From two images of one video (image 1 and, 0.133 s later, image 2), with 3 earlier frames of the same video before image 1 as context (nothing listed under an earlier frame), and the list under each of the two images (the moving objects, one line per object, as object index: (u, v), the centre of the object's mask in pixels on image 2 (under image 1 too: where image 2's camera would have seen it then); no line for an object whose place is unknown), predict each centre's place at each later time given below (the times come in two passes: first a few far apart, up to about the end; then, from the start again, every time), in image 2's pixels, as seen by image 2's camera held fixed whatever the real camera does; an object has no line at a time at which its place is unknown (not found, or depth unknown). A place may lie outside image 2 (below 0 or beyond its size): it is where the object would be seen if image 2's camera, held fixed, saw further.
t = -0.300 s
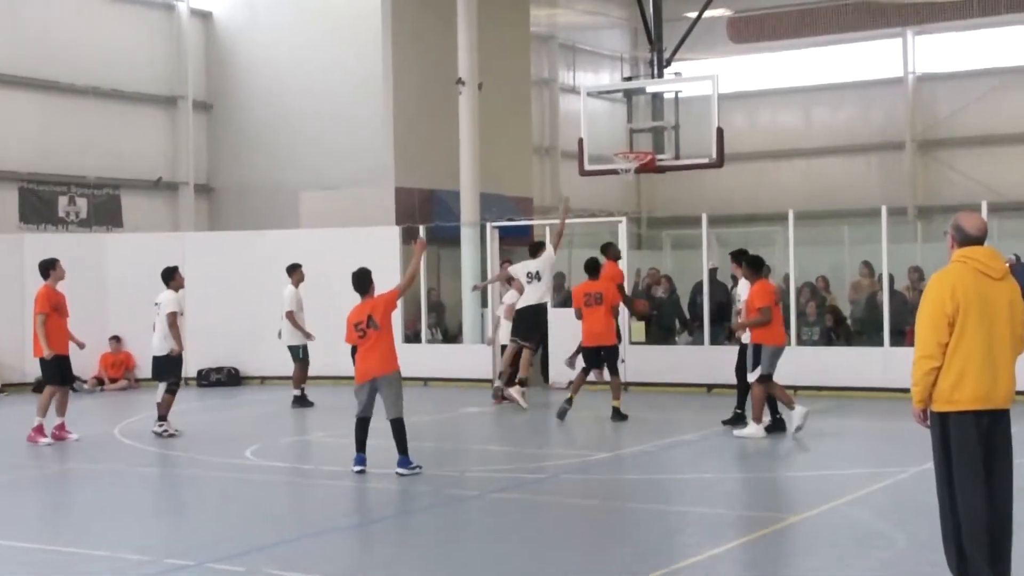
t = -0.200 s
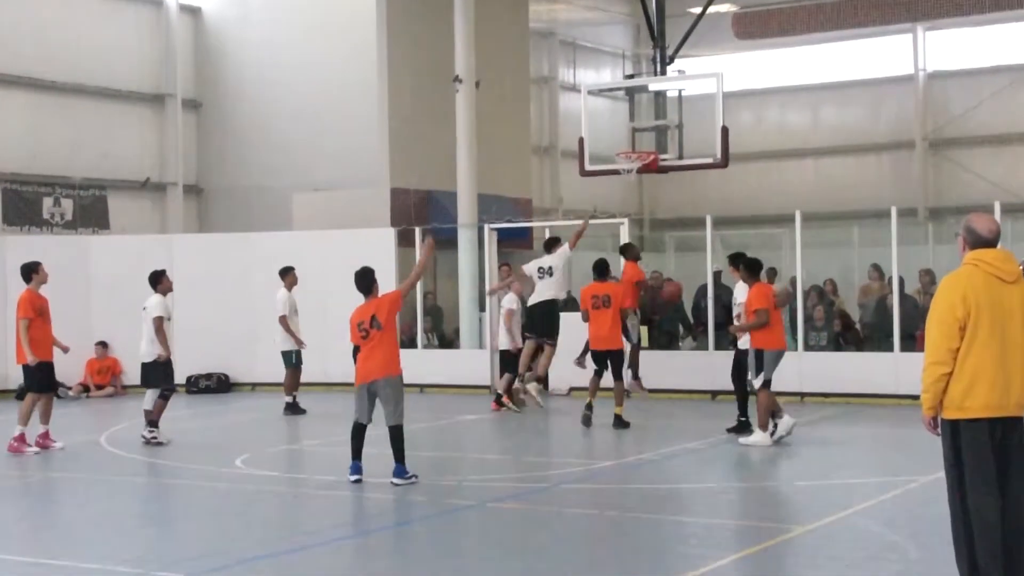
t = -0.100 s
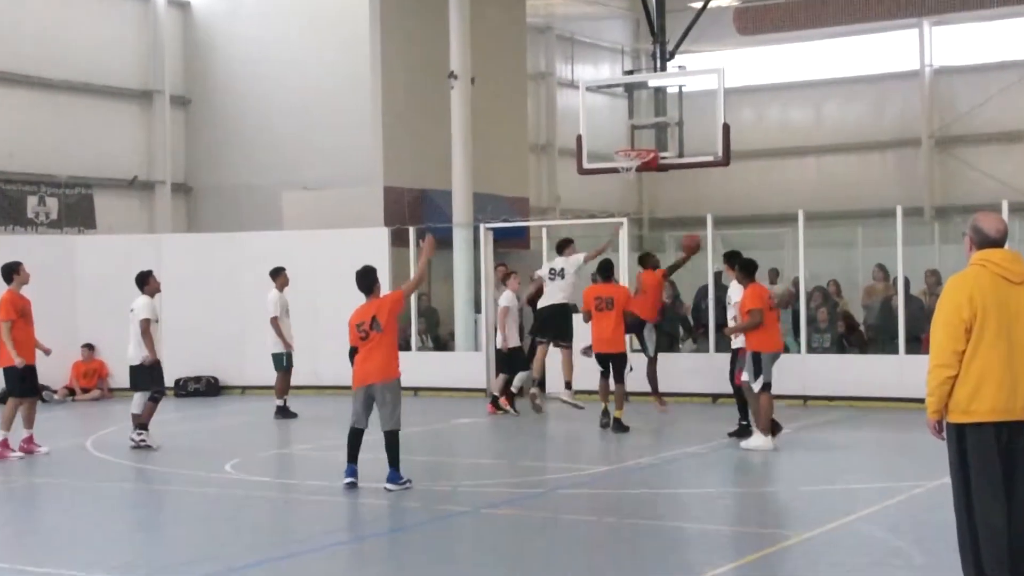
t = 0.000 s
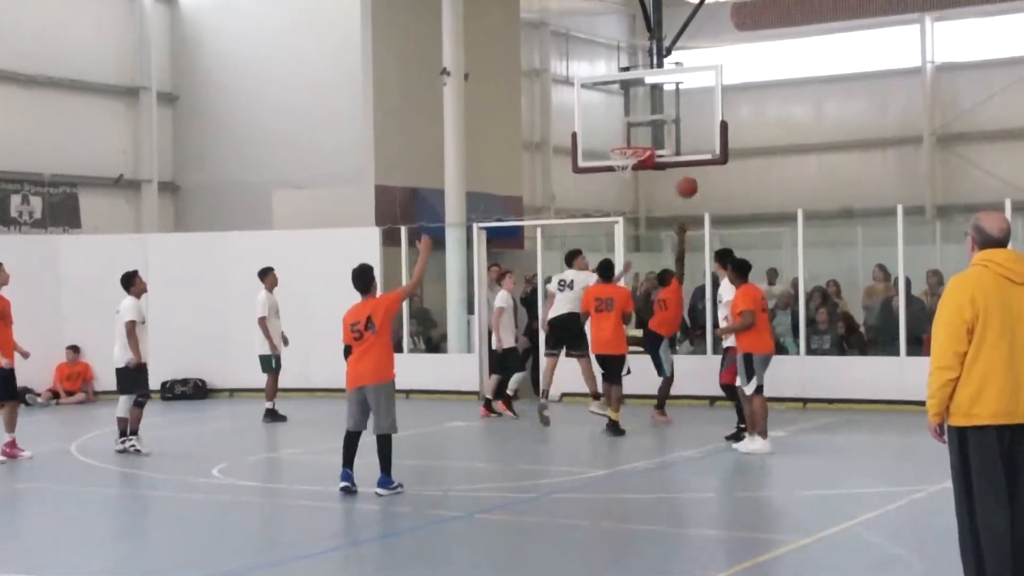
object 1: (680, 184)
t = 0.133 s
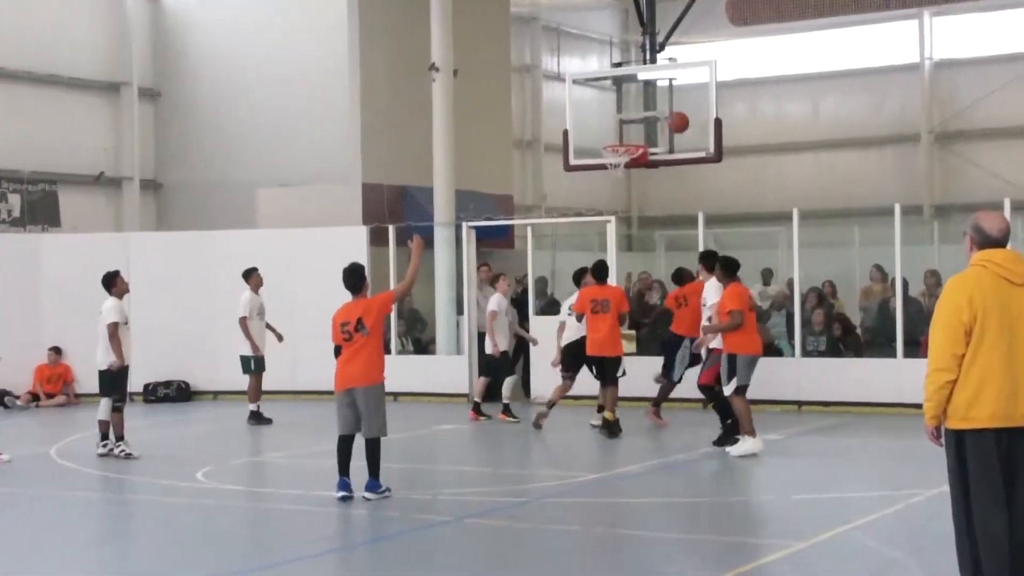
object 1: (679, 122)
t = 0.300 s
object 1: (677, 67)
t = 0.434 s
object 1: (673, 40)
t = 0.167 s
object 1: (677, 109)
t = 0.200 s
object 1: (677, 97)
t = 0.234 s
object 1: (677, 86)
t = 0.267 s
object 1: (676, 76)
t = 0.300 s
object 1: (677, 67)
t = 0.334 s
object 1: (676, 59)
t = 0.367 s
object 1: (674, 51)
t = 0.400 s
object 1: (673, 44)
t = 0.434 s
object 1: (673, 40)
